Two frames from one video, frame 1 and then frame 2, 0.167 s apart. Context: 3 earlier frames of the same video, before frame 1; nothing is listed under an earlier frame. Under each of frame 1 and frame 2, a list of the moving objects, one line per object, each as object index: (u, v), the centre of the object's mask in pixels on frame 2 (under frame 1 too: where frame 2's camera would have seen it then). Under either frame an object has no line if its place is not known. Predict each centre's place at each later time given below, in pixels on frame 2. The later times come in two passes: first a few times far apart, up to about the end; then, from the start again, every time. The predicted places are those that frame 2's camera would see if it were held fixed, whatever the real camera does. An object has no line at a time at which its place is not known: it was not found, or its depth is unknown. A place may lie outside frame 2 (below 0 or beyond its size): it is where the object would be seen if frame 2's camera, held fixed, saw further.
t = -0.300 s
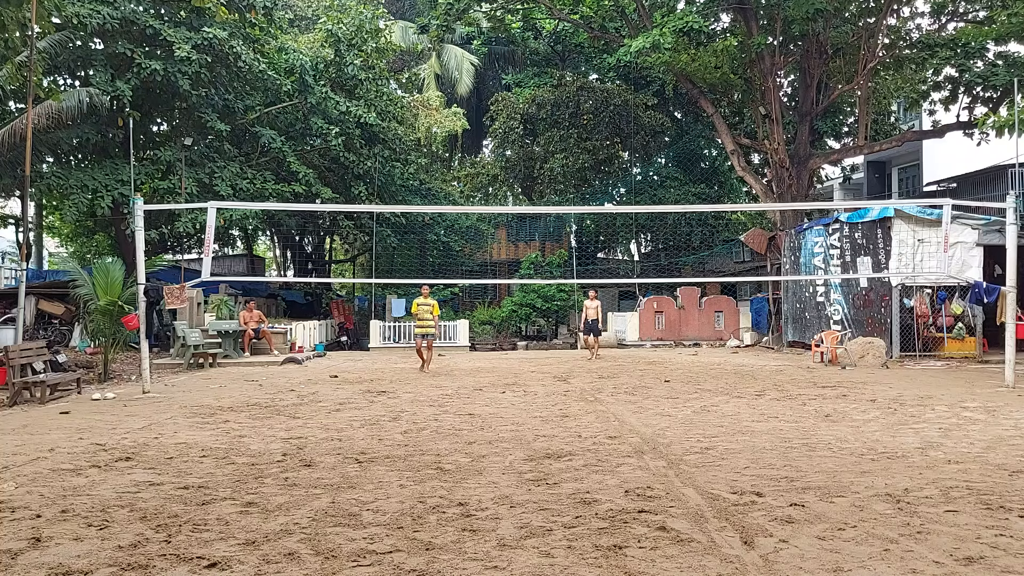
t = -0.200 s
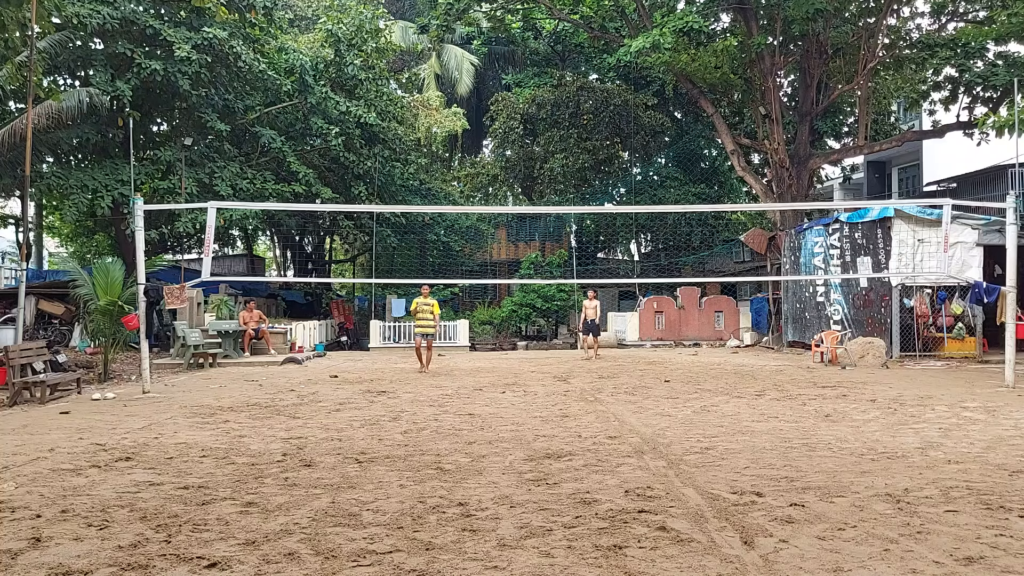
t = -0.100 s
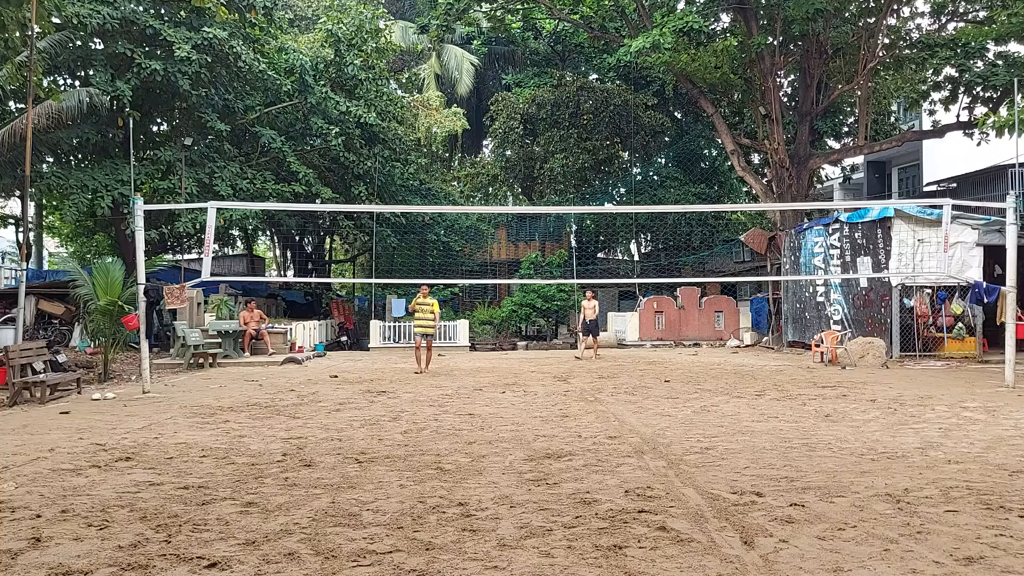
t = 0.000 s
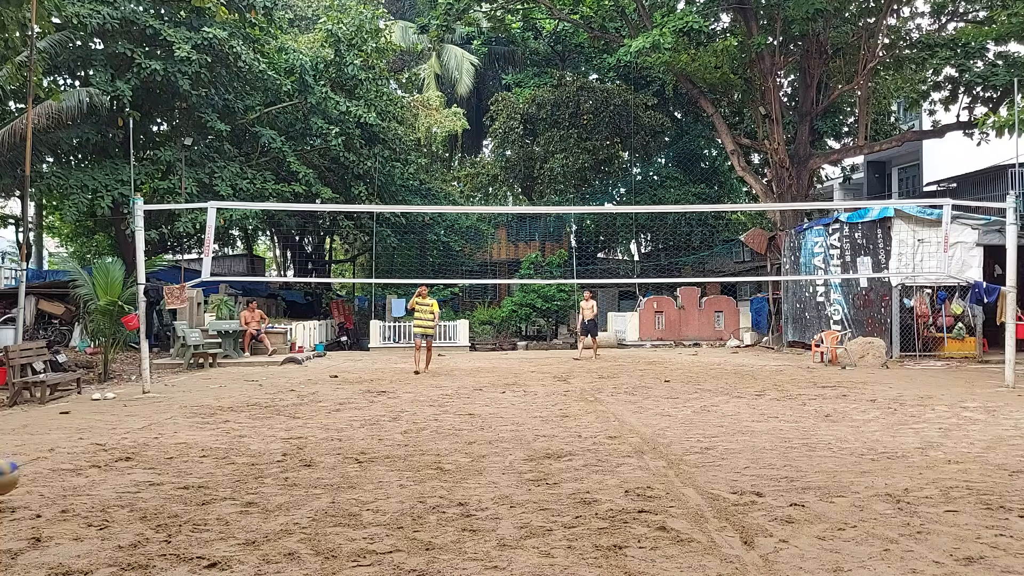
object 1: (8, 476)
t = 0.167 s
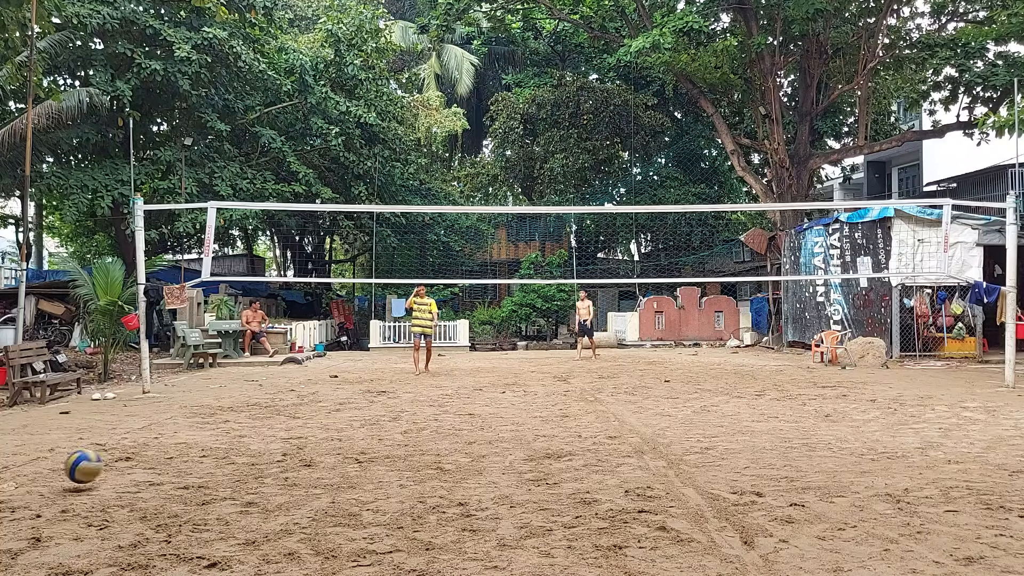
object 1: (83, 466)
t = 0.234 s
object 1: (112, 463)
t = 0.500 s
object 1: (203, 435)
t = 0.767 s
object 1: (261, 409)
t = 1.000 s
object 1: (302, 406)
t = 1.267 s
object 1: (339, 409)
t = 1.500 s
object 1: (366, 399)
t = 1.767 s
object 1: (391, 393)
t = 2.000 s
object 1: (408, 388)
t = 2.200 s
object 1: (421, 385)
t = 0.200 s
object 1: (97, 470)
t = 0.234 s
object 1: (112, 463)
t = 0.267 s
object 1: (126, 455)
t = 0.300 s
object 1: (138, 450)
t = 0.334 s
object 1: (151, 447)
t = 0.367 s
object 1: (163, 446)
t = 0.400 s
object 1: (174, 445)
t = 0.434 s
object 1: (185, 447)
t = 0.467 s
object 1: (195, 445)
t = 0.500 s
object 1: (203, 435)
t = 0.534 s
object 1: (212, 426)
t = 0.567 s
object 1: (219, 419)
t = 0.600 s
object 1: (227, 413)
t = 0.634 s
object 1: (234, 410)
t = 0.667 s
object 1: (241, 408)
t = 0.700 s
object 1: (248, 407)
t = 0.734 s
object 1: (255, 407)
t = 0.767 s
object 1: (261, 409)
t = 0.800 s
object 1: (268, 411)
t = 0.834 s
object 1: (274, 416)
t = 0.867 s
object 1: (279, 422)
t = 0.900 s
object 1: (285, 424)
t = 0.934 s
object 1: (291, 416)
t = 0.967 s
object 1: (296, 410)
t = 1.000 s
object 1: (302, 406)
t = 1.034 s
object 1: (307, 403)
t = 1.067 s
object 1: (312, 401)
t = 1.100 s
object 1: (317, 400)
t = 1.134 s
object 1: (322, 400)
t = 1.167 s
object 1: (326, 402)
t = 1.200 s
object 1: (330, 404)
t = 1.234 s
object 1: (335, 408)
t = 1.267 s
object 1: (339, 409)
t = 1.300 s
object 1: (343, 404)
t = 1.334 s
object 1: (347, 401)
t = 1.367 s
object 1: (351, 398)
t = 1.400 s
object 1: (355, 397)
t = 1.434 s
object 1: (359, 397)
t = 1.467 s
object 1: (363, 397)
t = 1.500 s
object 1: (366, 399)
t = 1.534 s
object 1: (369, 401)
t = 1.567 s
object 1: (373, 397)
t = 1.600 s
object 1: (376, 394)
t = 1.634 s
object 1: (379, 393)
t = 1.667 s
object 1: (382, 393)
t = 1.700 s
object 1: (385, 393)
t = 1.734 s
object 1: (388, 394)
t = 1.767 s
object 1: (391, 393)
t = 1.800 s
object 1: (393, 390)
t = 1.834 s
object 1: (396, 388)
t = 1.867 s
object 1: (398, 387)
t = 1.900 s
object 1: (401, 386)
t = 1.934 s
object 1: (403, 387)
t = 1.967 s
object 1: (405, 388)
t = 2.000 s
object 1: (408, 388)
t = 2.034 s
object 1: (410, 386)
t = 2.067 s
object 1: (412, 384)
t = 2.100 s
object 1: (414, 384)
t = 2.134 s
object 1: (417, 384)
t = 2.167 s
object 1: (419, 385)
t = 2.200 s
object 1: (421, 385)
